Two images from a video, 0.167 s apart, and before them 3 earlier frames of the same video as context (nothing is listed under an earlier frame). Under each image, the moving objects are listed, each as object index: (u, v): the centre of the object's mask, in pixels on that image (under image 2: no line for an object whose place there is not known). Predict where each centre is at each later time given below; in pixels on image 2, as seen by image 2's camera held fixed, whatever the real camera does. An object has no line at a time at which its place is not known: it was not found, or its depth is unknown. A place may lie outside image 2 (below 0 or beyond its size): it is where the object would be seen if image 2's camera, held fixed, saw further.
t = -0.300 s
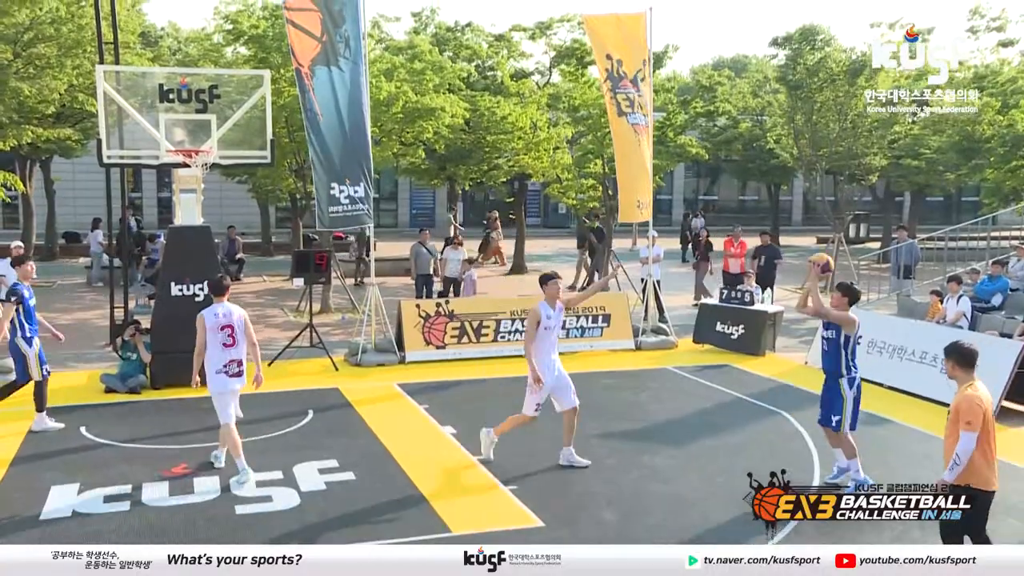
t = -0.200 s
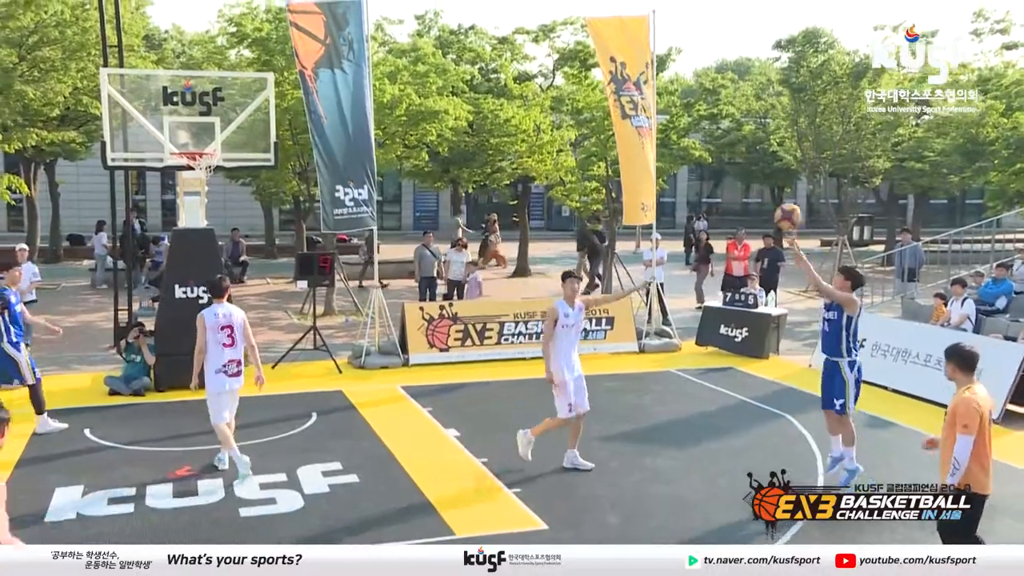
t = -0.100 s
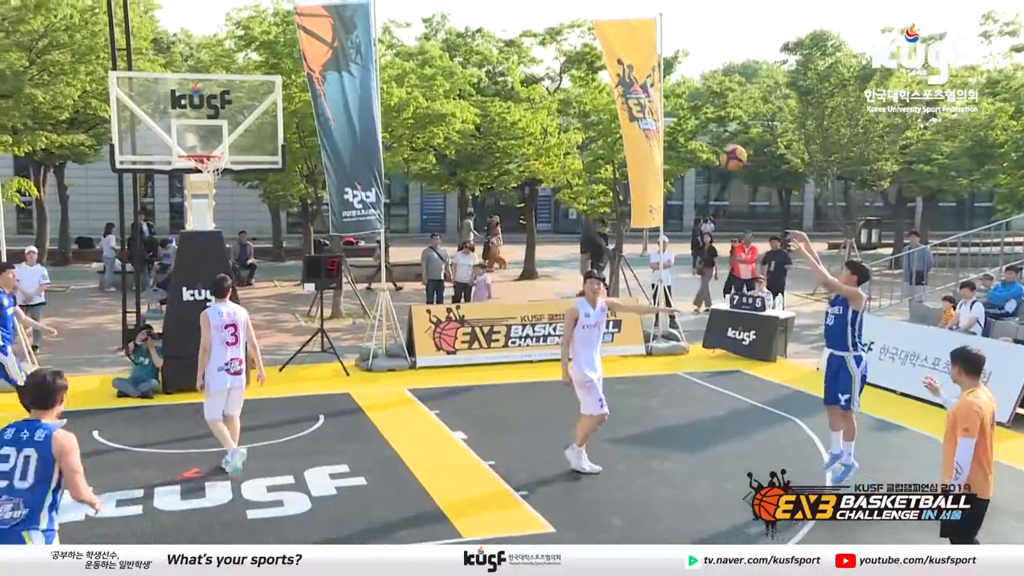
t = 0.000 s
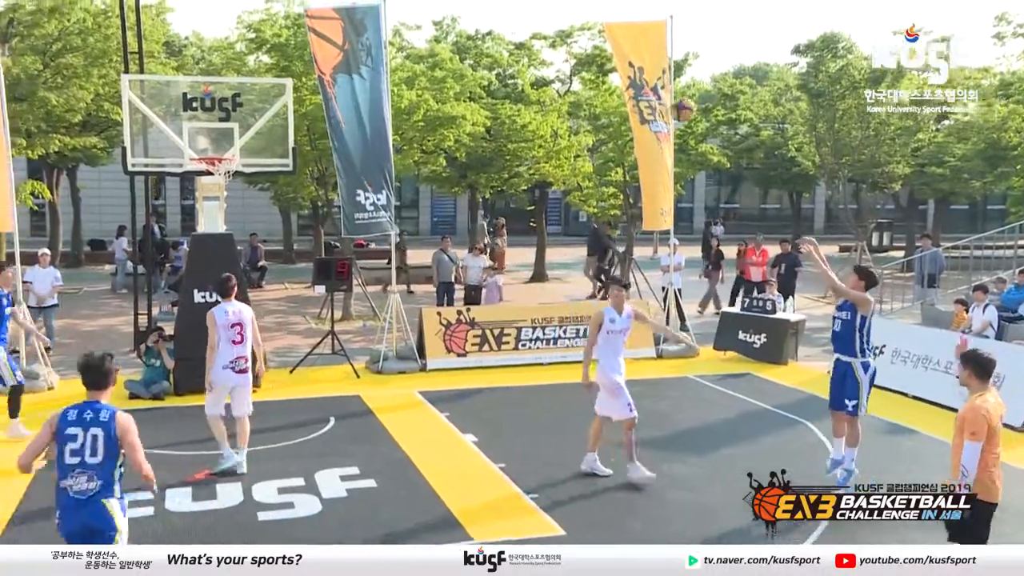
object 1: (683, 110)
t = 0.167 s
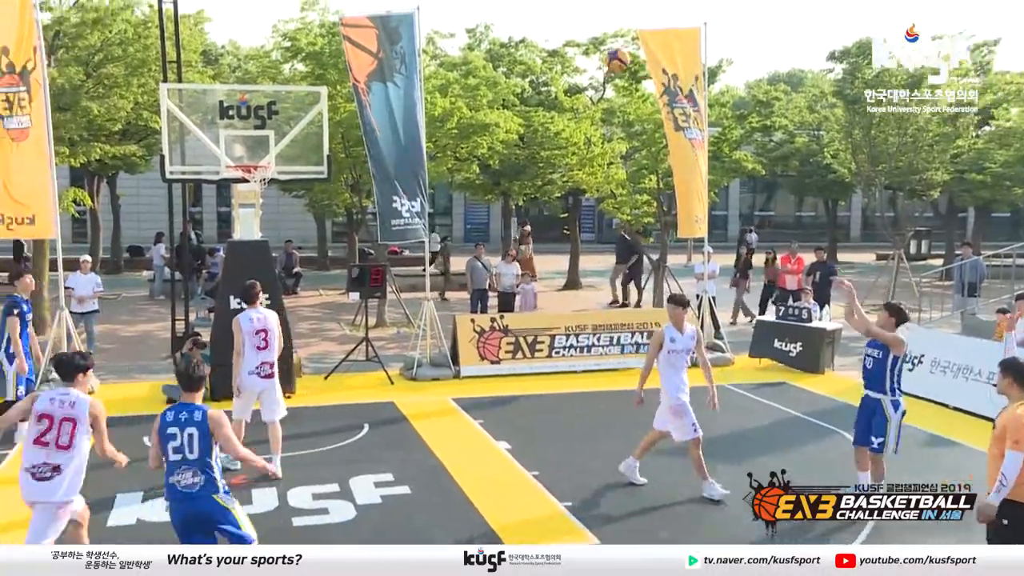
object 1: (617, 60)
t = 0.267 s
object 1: (561, 41)
